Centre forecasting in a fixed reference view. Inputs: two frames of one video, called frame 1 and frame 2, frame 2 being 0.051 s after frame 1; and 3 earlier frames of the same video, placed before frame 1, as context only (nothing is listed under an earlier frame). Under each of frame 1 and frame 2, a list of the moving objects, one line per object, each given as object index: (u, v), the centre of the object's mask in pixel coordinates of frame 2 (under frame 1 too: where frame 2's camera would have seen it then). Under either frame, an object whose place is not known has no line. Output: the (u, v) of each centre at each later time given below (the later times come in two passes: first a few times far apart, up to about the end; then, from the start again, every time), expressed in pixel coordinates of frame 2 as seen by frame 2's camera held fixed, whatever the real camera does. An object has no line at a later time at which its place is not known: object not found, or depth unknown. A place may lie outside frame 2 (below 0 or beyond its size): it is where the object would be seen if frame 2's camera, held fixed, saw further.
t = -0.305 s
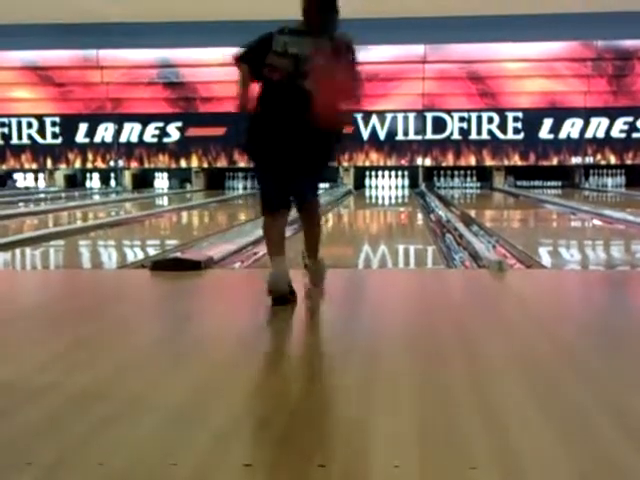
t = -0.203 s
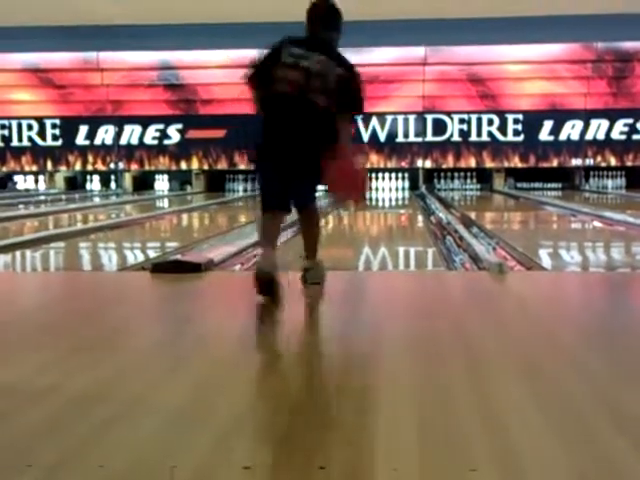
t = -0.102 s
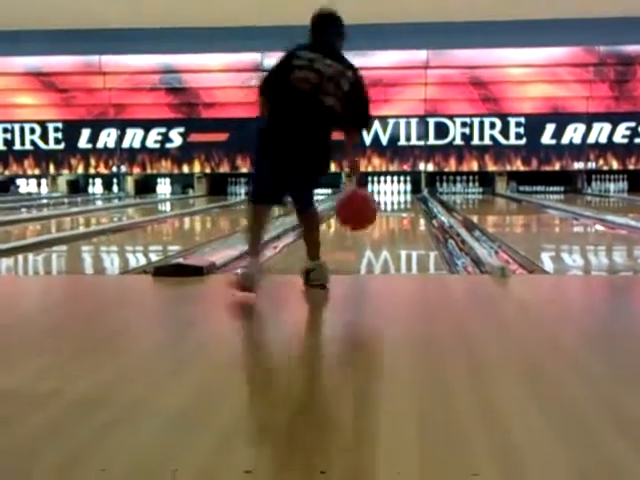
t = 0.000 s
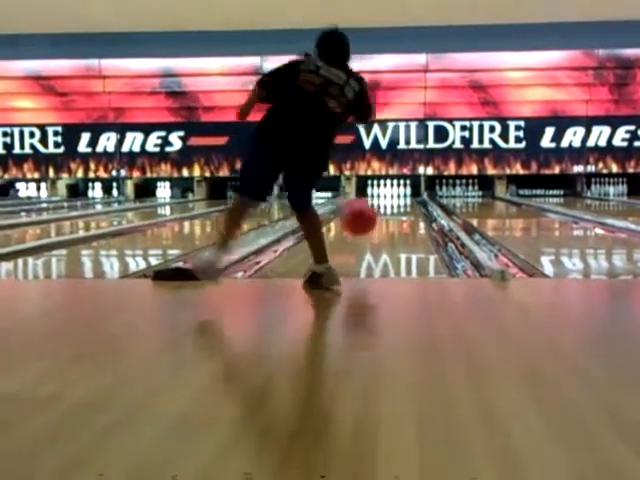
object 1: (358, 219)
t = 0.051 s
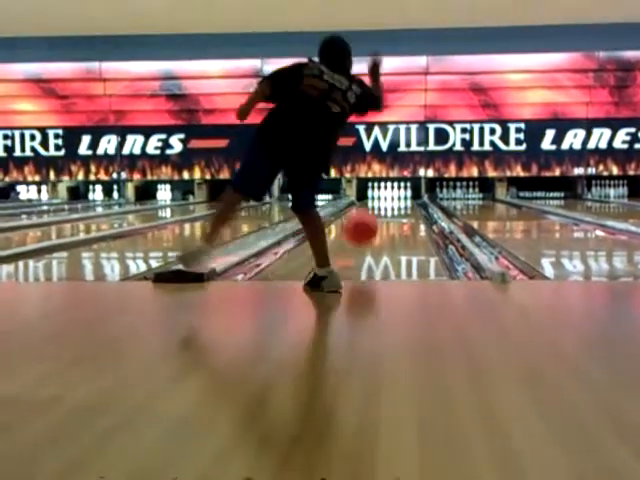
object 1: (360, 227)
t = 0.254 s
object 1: (364, 230)
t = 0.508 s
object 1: (365, 226)
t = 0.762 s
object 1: (368, 217)
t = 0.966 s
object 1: (369, 212)
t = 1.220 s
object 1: (371, 208)
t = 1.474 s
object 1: (371, 204)
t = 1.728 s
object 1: (372, 202)
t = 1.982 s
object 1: (372, 201)
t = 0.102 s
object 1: (362, 236)
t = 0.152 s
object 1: (363, 235)
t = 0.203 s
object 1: (363, 231)
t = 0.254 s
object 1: (364, 230)
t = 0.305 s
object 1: (363, 231)
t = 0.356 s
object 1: (364, 230)
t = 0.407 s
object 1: (364, 228)
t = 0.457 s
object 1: (364, 227)
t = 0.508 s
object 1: (365, 226)
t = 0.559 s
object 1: (366, 224)
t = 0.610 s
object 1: (367, 221)
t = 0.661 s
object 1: (367, 220)
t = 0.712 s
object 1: (367, 218)
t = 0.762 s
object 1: (368, 217)
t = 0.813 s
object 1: (368, 216)
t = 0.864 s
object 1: (368, 215)
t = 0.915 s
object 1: (369, 214)
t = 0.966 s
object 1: (369, 212)
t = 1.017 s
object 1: (369, 212)
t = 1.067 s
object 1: (369, 211)
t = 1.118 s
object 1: (370, 210)
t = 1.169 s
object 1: (370, 209)
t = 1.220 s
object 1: (371, 208)
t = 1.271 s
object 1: (370, 208)
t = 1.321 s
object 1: (371, 207)
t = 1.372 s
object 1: (371, 206)
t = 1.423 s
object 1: (371, 205)
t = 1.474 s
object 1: (371, 204)
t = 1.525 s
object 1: (371, 204)
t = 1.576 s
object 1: (371, 204)
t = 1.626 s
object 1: (371, 203)
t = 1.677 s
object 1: (371, 202)
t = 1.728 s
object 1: (372, 202)
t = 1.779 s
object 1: (372, 202)
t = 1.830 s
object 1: (371, 201)
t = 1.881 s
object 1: (371, 201)
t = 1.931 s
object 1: (371, 200)
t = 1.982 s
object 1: (372, 201)
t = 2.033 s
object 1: (373, 200)
